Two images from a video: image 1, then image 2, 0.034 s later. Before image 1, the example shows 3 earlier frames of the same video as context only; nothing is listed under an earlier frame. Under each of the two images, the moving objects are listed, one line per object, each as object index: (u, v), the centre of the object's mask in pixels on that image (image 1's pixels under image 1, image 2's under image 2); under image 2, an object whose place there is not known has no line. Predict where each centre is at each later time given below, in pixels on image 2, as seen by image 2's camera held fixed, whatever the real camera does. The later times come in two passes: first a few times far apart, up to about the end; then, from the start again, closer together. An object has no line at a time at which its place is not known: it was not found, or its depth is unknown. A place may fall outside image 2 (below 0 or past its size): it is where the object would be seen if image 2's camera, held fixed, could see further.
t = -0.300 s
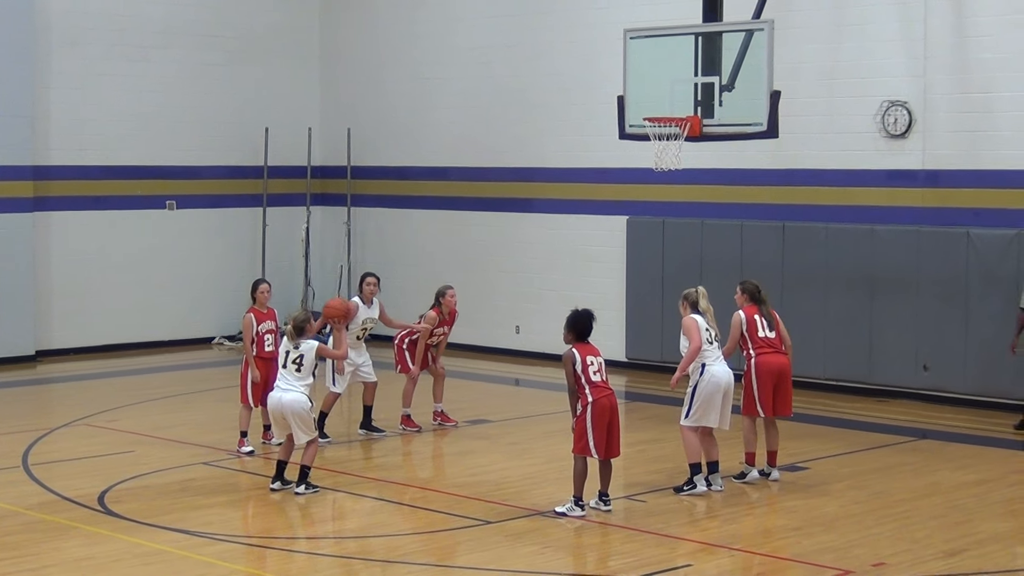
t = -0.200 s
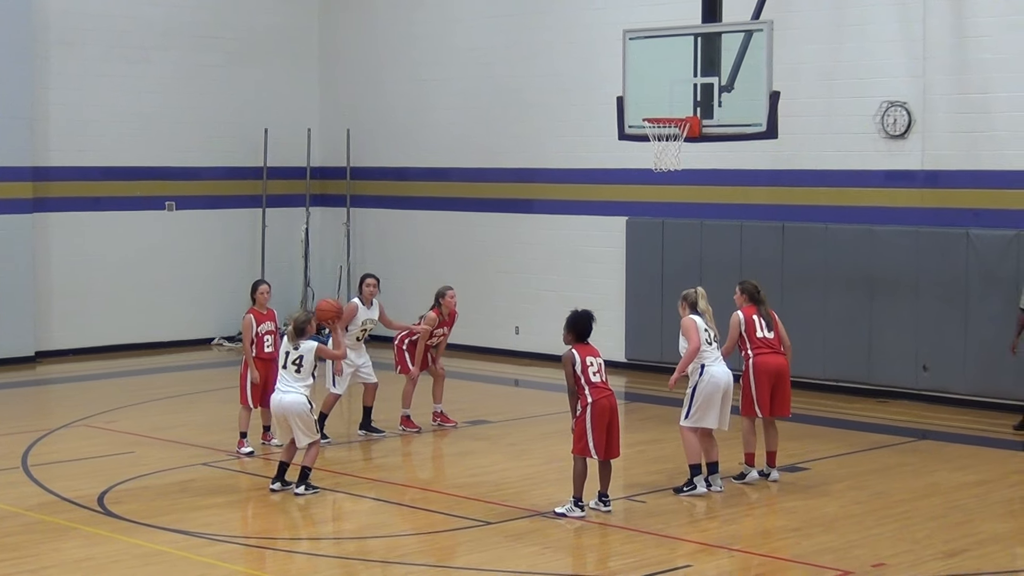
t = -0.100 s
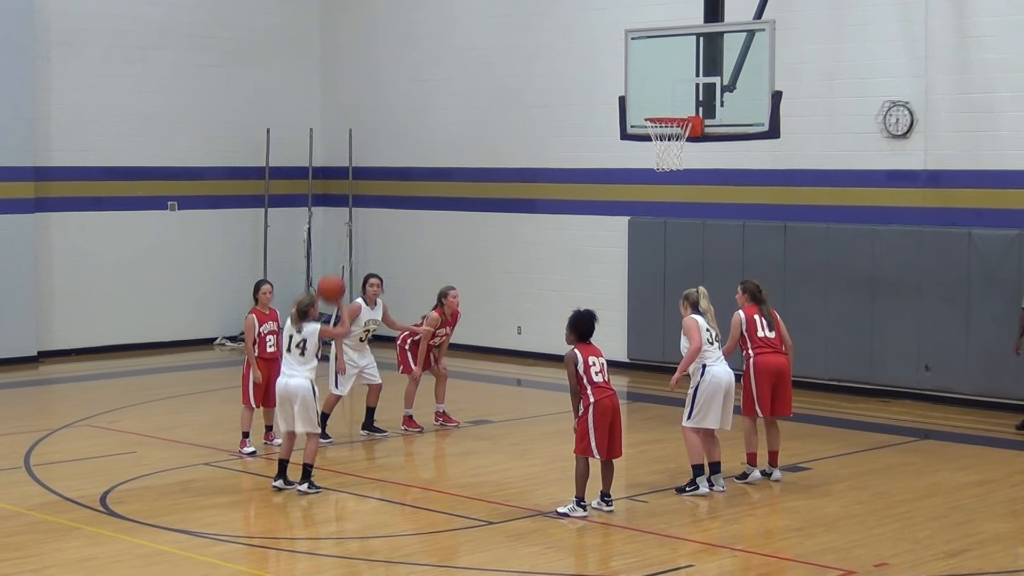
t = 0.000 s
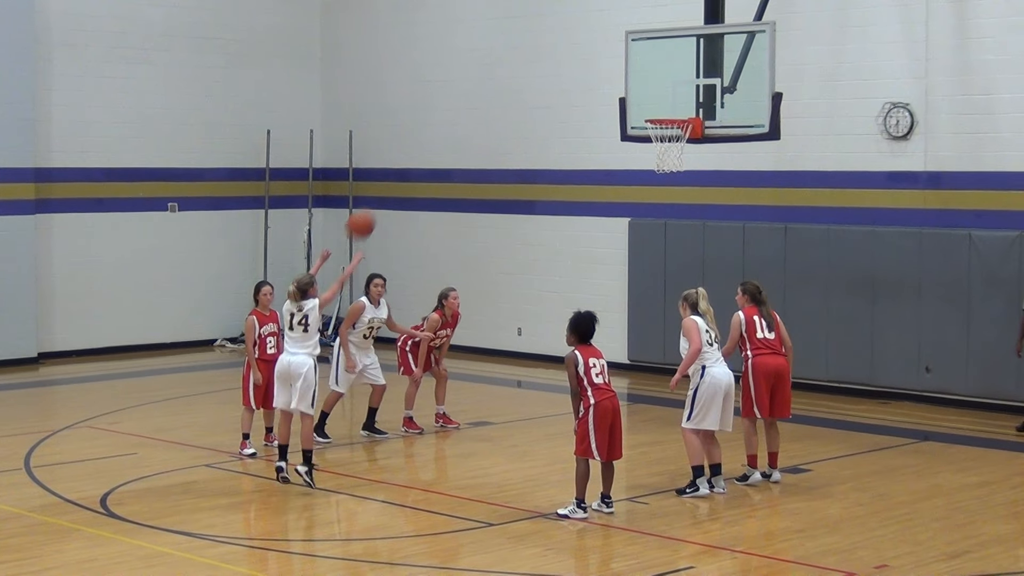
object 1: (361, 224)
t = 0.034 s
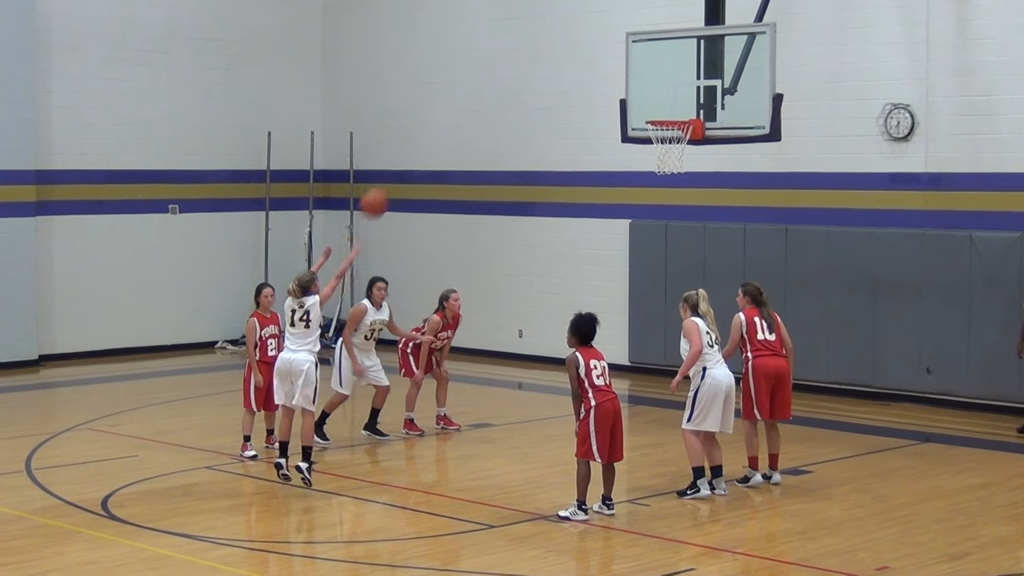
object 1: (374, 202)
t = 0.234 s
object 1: (447, 98)
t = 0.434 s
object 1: (516, 44)
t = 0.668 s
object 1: (590, 39)
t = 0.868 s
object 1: (648, 80)
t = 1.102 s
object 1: (694, 95)
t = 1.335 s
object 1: (707, 102)
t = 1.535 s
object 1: (695, 135)
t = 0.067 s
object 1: (387, 181)
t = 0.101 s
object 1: (399, 163)
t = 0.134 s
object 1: (411, 144)
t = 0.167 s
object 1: (423, 127)
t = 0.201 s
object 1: (436, 111)
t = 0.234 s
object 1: (447, 98)
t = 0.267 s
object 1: (459, 86)
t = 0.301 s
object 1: (471, 75)
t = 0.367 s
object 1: (494, 57)
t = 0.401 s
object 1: (505, 50)
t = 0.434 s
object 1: (516, 44)
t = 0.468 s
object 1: (527, 40)
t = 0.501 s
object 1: (538, 37)
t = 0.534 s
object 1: (548, 35)
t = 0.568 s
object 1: (559, 34)
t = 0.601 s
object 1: (569, 35)
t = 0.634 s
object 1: (580, 36)
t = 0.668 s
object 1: (590, 39)
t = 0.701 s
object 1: (600, 43)
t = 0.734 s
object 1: (609, 49)
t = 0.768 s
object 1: (619, 55)
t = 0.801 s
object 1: (629, 62)
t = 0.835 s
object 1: (638, 70)
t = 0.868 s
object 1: (648, 80)
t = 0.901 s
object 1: (657, 91)
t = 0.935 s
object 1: (667, 102)
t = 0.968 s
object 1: (674, 107)
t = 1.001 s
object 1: (679, 102)
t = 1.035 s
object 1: (684, 99)
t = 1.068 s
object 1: (689, 96)
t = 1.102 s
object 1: (694, 95)
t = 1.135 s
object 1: (699, 94)
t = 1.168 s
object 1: (704, 95)
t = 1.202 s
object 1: (709, 97)
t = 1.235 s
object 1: (712, 100)
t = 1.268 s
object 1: (711, 99)
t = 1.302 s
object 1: (709, 100)
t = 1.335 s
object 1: (707, 102)
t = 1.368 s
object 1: (705, 105)
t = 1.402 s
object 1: (704, 109)
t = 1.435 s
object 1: (701, 115)
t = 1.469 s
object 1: (699, 121)
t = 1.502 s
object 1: (697, 130)
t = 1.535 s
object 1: (695, 135)
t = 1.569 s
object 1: (693, 148)
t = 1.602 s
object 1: (691, 160)
